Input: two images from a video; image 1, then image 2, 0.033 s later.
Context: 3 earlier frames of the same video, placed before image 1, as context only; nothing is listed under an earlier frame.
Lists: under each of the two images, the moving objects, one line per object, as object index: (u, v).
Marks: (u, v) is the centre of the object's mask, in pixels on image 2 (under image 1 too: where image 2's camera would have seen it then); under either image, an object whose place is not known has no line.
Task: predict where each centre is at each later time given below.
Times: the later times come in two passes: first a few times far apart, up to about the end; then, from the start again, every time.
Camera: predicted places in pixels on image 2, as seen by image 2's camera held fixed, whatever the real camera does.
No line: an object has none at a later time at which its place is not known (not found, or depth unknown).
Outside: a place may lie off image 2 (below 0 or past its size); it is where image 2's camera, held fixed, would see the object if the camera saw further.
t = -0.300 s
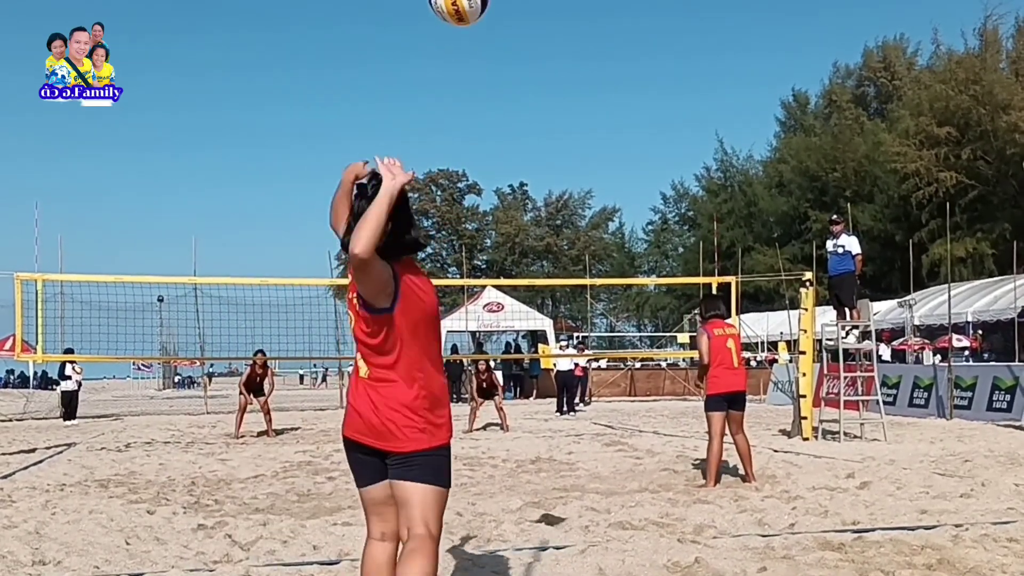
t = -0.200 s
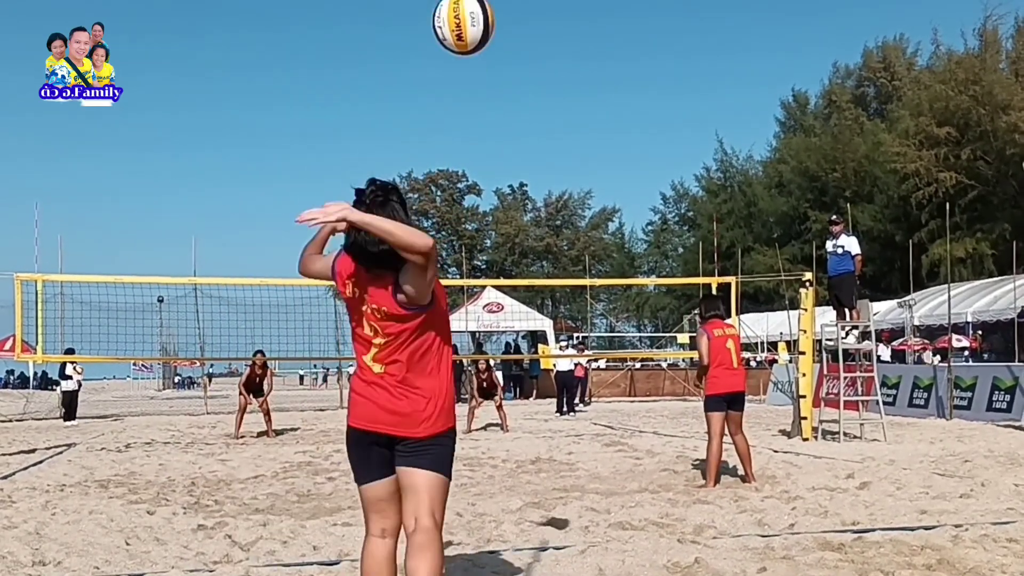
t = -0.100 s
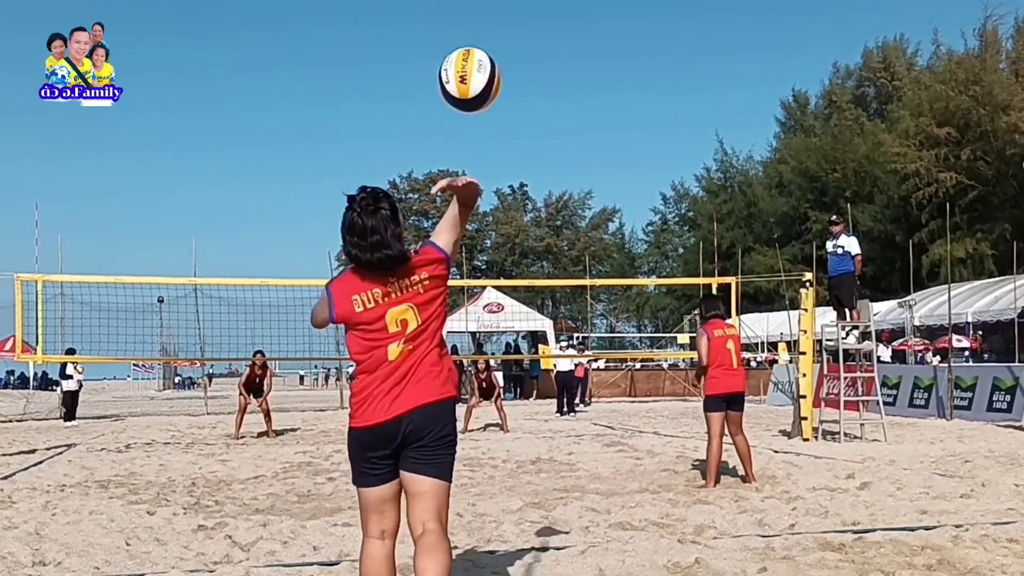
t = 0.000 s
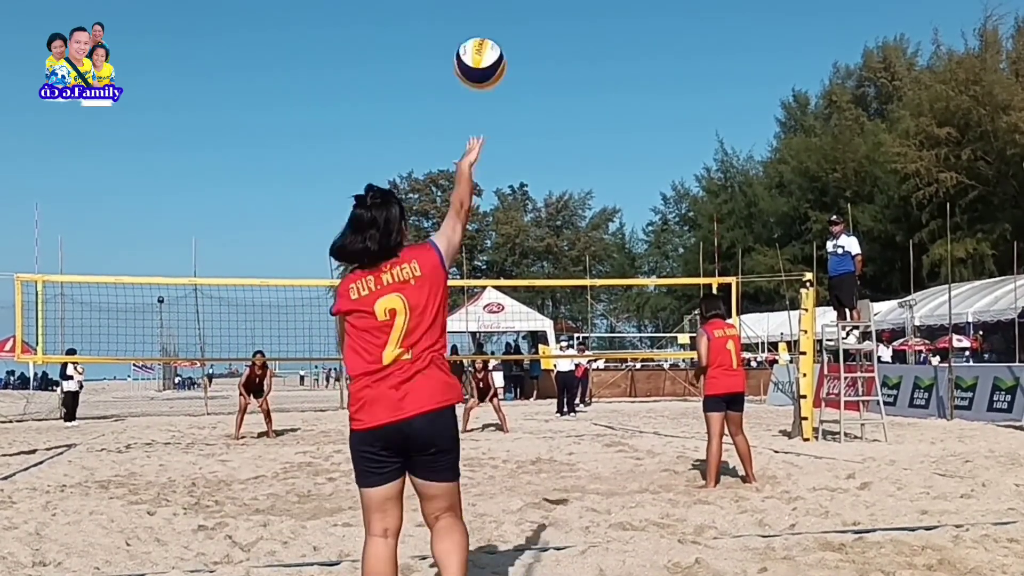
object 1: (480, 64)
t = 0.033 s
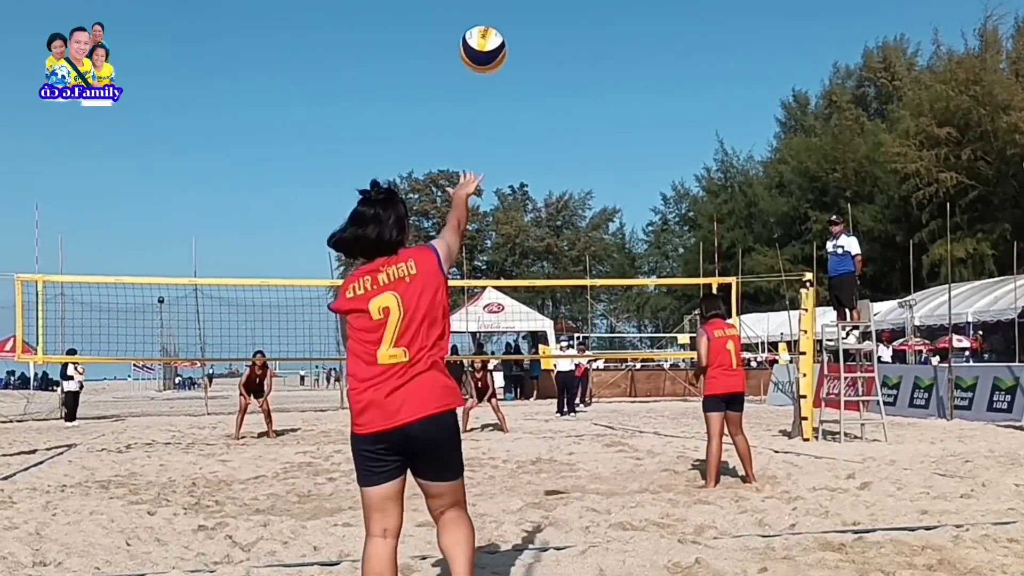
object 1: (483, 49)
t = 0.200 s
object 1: (491, 24)
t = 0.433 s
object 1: (489, 54)
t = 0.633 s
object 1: (484, 99)
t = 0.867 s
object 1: (476, 165)
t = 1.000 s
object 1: (473, 206)
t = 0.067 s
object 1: (486, 39)
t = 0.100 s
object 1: (488, 33)
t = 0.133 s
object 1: (489, 28)
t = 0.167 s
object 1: (490, 25)
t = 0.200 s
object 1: (491, 24)
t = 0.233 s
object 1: (492, 24)
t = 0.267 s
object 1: (492, 27)
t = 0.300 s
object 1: (493, 31)
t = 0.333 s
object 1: (492, 36)
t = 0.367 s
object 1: (491, 41)
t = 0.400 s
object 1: (490, 47)
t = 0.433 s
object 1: (489, 54)
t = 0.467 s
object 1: (488, 60)
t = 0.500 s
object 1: (488, 67)
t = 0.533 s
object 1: (486, 75)
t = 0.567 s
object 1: (486, 82)
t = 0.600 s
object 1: (485, 90)
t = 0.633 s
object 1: (484, 99)
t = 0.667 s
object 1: (483, 107)
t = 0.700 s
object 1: (482, 116)
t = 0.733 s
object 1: (481, 126)
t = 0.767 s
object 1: (480, 135)
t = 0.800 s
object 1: (478, 145)
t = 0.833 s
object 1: (477, 155)
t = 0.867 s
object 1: (476, 165)
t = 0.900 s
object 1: (475, 175)
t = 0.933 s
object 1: (475, 186)
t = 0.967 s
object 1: (474, 195)
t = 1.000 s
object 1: (473, 206)
